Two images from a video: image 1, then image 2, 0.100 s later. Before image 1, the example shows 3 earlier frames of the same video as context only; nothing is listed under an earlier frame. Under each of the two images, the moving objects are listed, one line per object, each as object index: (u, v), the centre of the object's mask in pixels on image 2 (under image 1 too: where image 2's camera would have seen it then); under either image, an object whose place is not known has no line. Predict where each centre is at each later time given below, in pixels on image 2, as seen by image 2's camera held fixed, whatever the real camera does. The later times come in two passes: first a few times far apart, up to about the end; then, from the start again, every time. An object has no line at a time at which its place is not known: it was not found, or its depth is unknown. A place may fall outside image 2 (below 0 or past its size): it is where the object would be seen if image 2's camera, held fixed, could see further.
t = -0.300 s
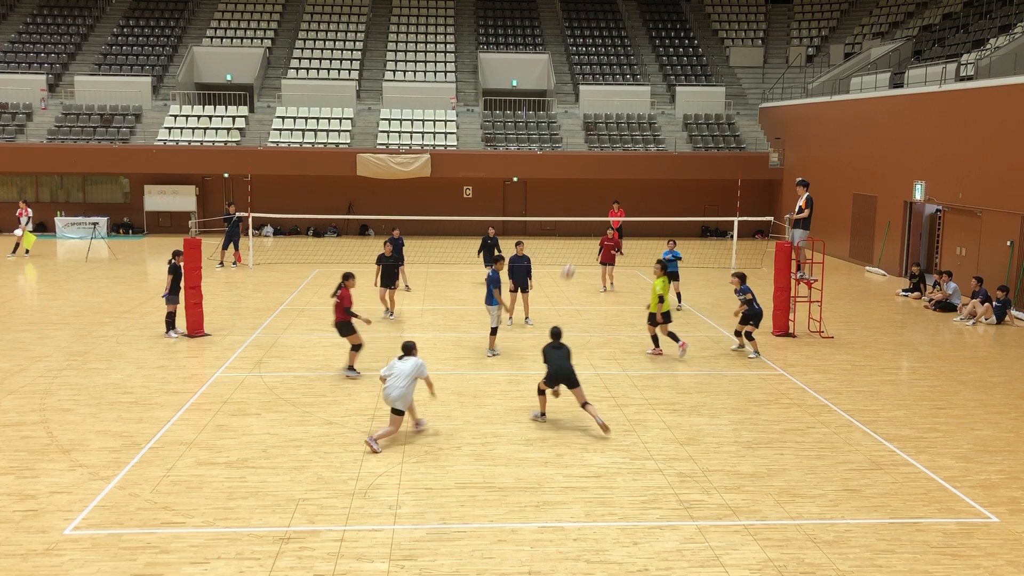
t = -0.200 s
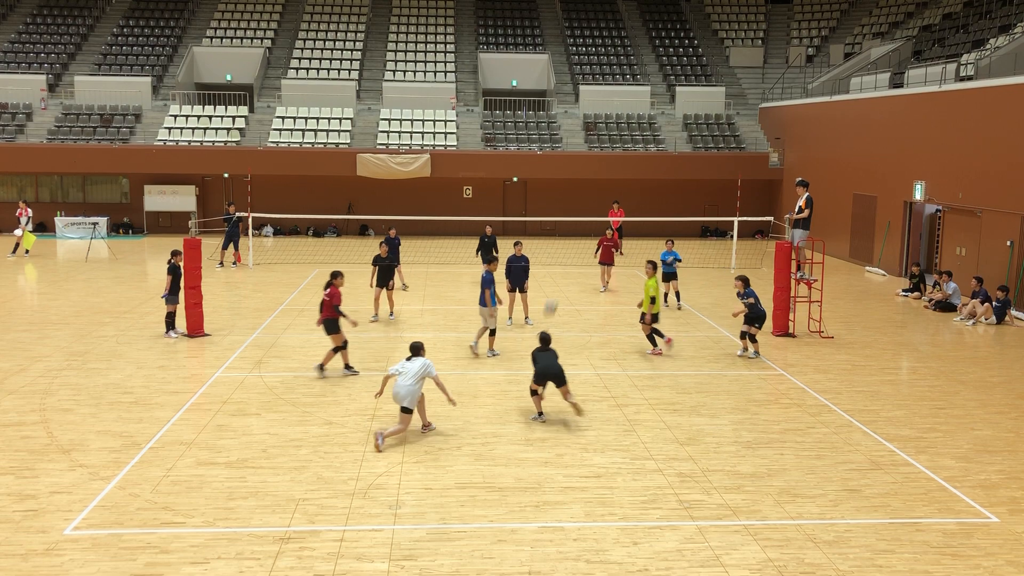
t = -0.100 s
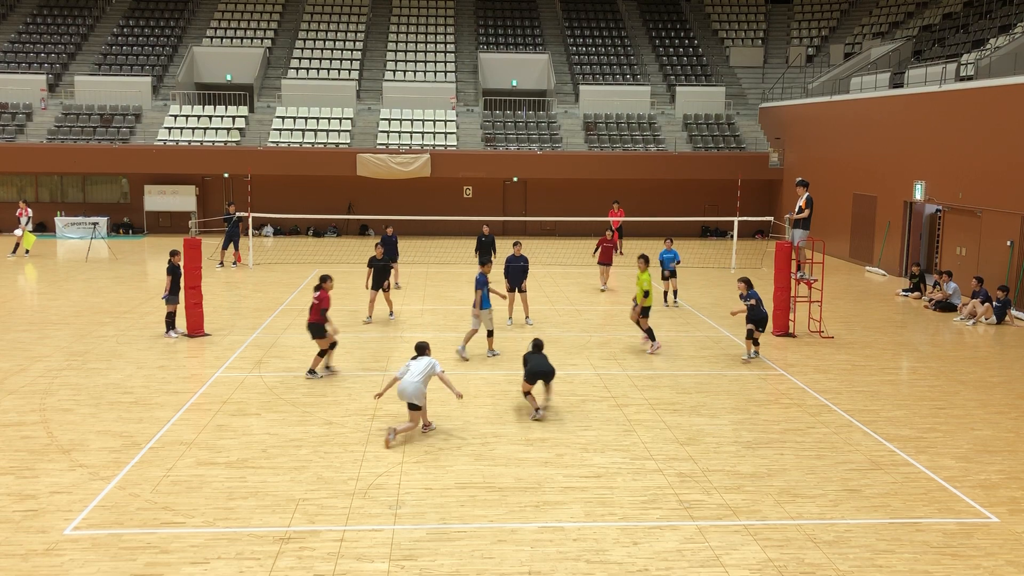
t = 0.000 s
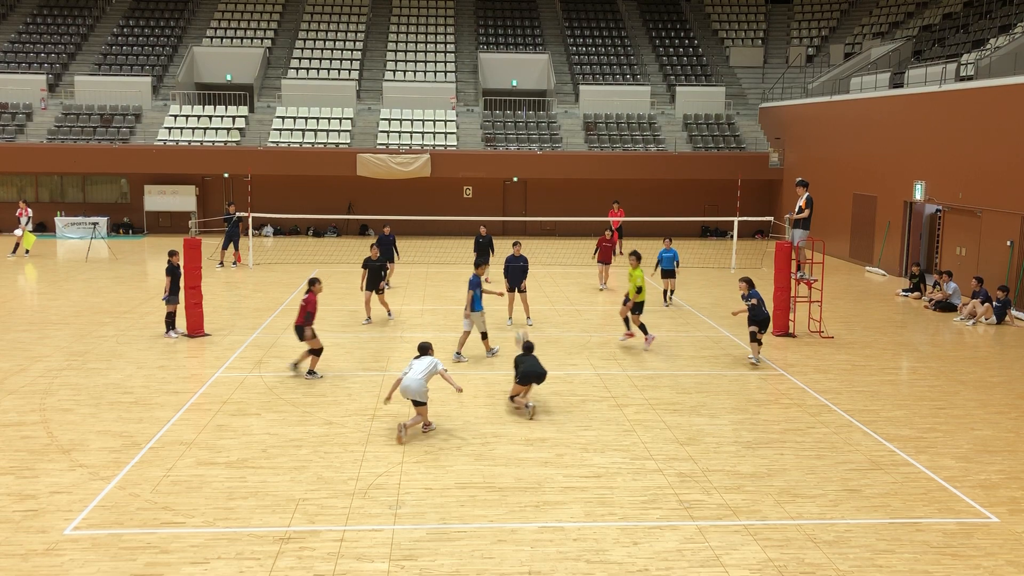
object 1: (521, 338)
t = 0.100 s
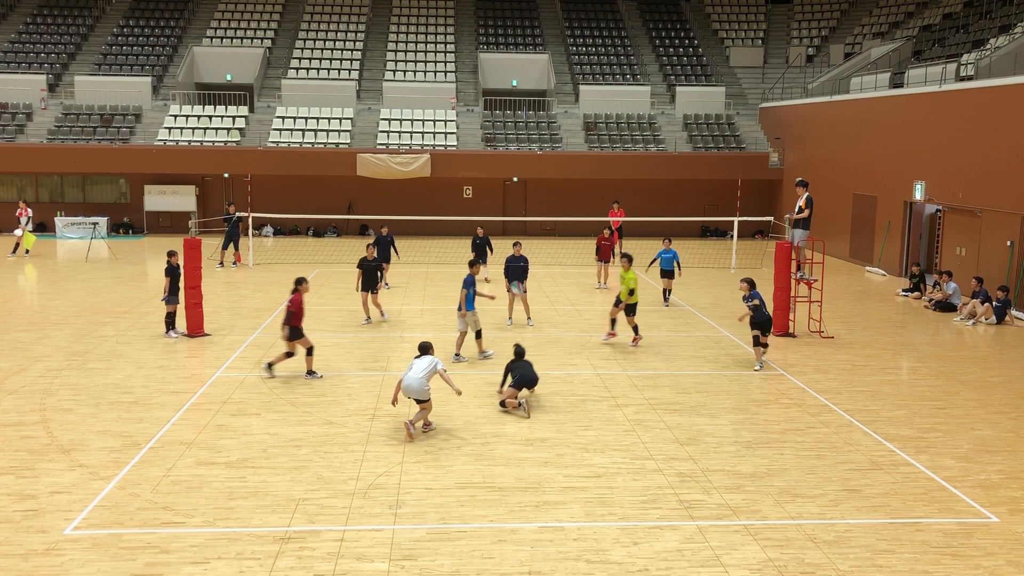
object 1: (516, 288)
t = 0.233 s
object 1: (510, 240)
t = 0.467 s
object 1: (500, 187)
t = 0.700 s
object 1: (490, 167)
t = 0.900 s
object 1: (482, 176)
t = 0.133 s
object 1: (515, 278)
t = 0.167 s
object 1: (513, 265)
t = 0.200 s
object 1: (511, 253)
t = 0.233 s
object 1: (510, 240)
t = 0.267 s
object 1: (509, 231)
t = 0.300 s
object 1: (507, 223)
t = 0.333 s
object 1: (506, 212)
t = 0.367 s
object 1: (504, 206)
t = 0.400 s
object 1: (503, 199)
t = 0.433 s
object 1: (501, 193)
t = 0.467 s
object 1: (500, 187)
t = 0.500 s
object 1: (498, 182)
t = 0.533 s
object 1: (497, 178)
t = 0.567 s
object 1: (496, 174)
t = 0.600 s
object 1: (494, 172)
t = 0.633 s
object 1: (493, 169)
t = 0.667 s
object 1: (491, 168)
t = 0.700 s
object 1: (490, 167)
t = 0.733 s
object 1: (488, 167)
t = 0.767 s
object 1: (487, 168)
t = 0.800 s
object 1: (486, 169)
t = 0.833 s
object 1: (484, 170)
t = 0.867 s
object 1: (483, 173)
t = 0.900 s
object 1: (482, 176)
